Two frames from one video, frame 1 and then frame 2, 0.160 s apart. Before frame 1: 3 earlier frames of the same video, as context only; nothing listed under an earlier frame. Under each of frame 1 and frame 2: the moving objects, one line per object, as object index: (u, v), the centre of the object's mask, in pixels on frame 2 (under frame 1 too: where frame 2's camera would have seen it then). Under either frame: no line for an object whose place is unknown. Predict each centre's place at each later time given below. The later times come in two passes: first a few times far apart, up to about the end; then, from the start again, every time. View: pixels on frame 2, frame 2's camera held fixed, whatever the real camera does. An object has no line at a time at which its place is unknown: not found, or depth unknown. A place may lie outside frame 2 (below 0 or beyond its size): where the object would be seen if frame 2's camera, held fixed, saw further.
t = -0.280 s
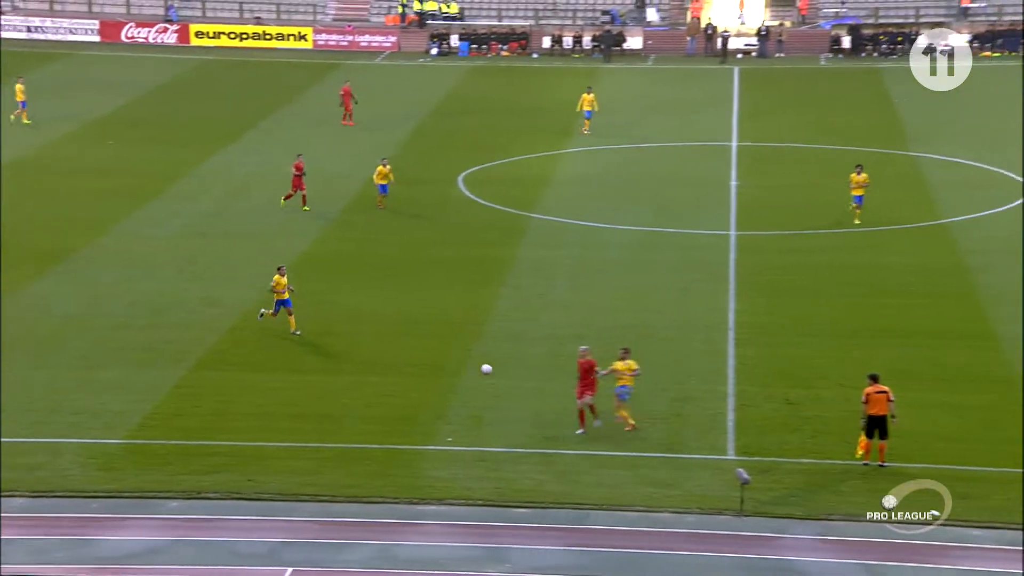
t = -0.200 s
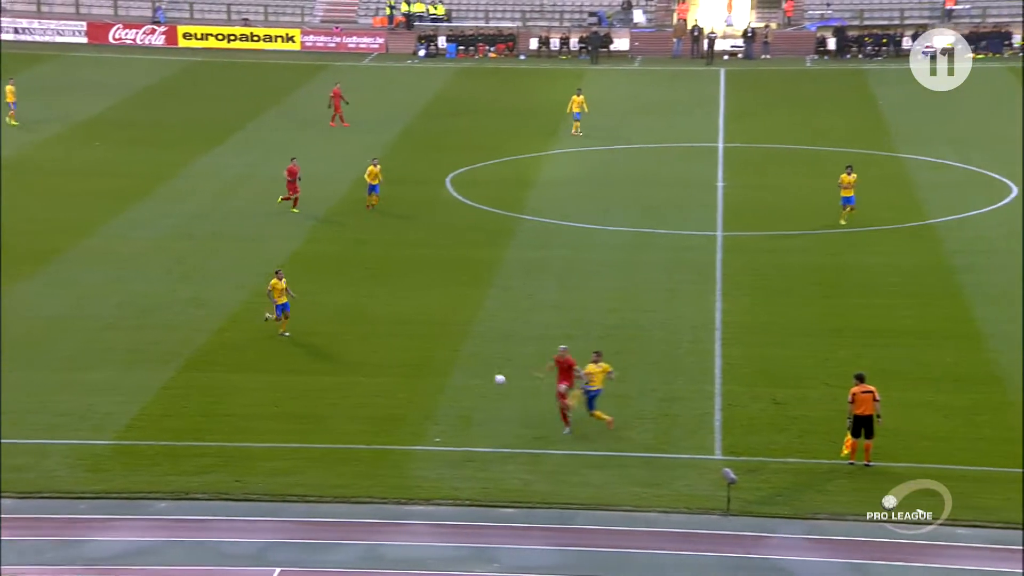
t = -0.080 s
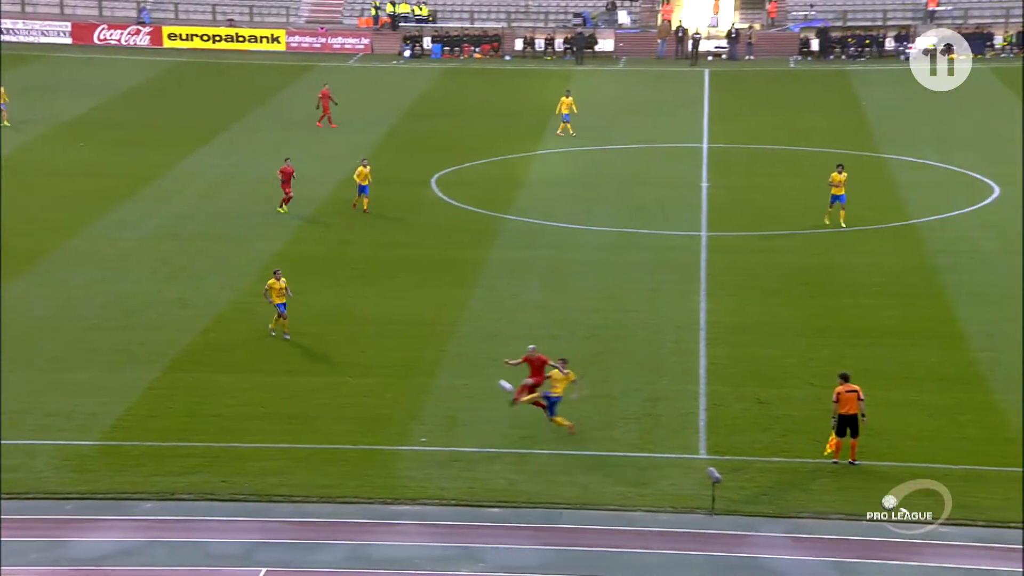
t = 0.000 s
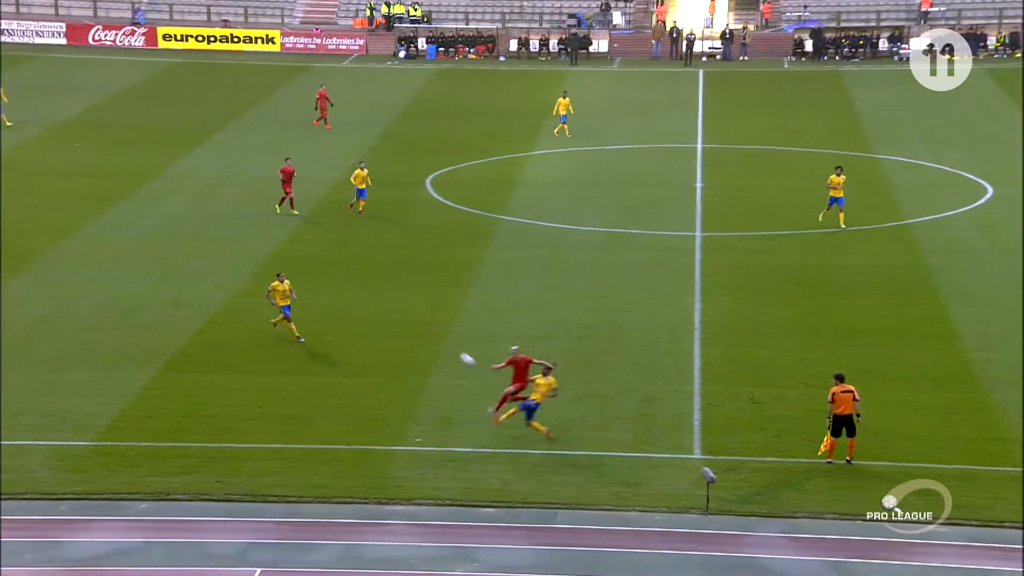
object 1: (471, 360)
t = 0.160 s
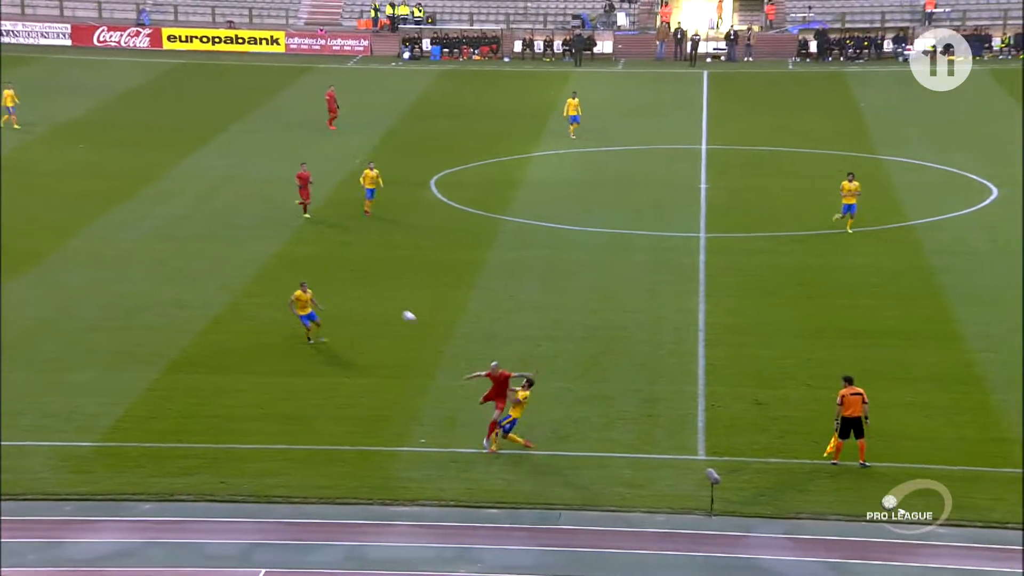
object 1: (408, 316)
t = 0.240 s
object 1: (379, 299)
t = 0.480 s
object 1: (295, 266)
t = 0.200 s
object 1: (394, 307)
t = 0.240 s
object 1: (379, 299)
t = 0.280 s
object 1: (364, 292)
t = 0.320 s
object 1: (350, 285)
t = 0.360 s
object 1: (336, 279)
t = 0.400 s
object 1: (323, 274)
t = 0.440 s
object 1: (309, 269)
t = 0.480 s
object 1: (295, 266)
